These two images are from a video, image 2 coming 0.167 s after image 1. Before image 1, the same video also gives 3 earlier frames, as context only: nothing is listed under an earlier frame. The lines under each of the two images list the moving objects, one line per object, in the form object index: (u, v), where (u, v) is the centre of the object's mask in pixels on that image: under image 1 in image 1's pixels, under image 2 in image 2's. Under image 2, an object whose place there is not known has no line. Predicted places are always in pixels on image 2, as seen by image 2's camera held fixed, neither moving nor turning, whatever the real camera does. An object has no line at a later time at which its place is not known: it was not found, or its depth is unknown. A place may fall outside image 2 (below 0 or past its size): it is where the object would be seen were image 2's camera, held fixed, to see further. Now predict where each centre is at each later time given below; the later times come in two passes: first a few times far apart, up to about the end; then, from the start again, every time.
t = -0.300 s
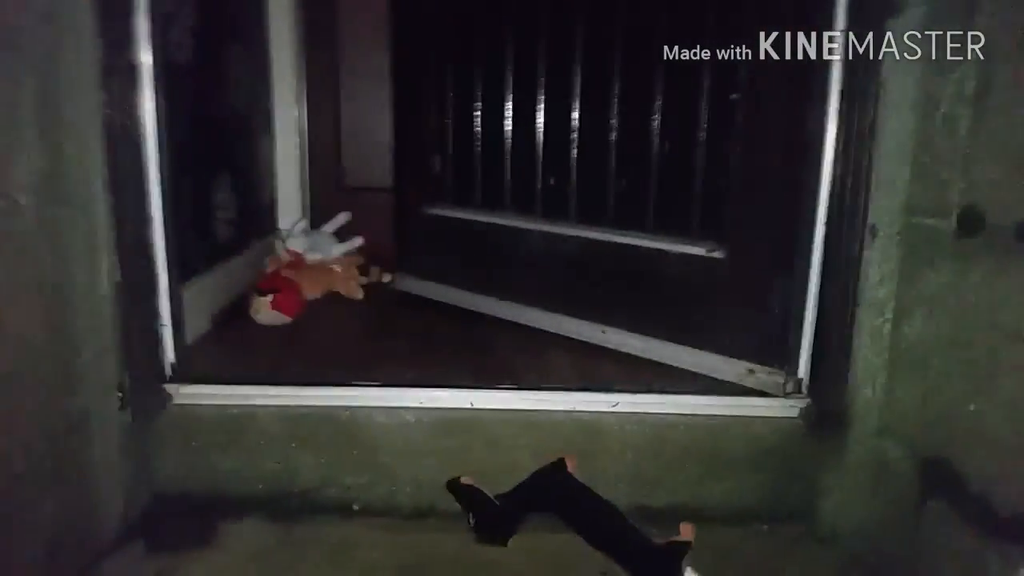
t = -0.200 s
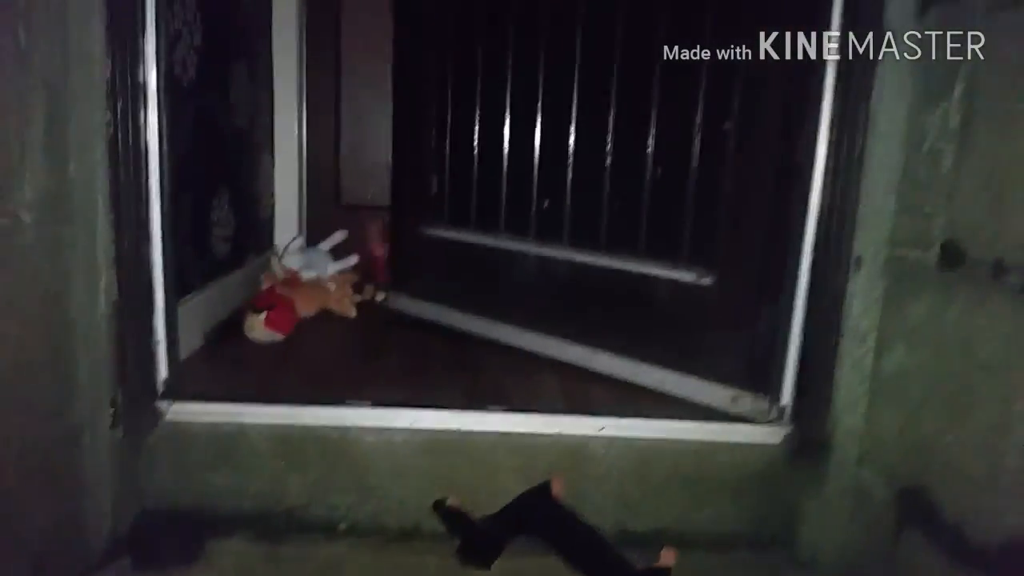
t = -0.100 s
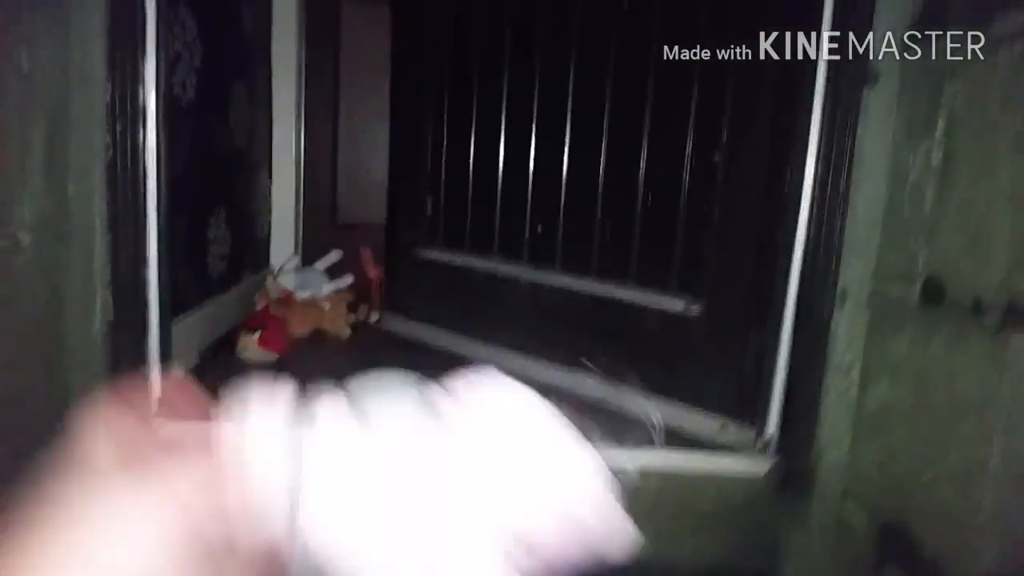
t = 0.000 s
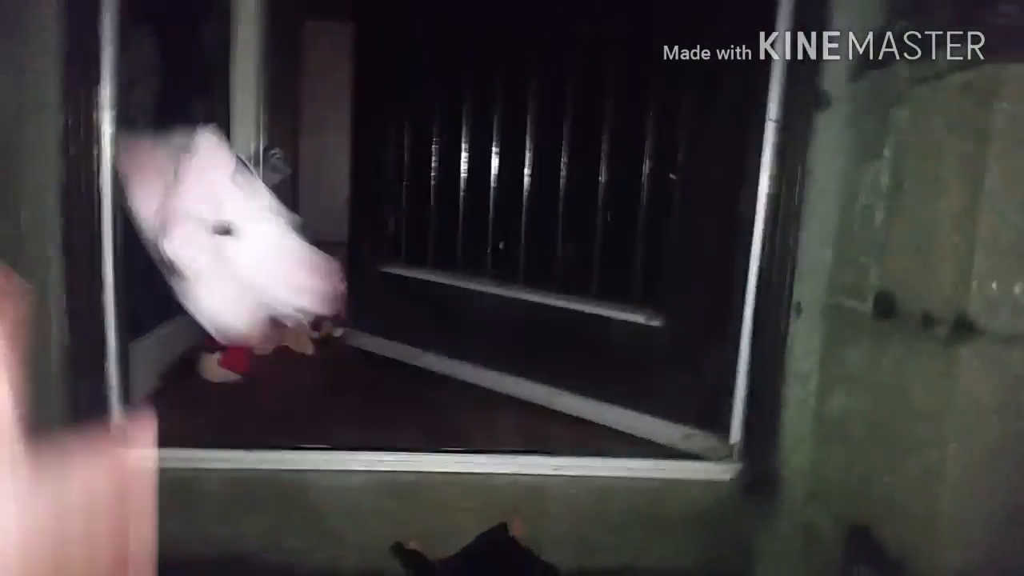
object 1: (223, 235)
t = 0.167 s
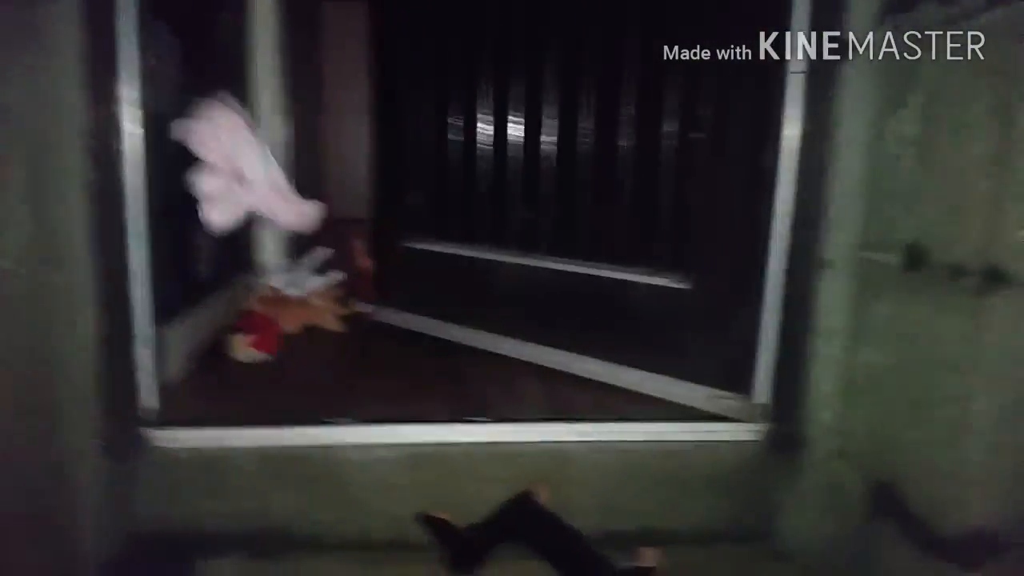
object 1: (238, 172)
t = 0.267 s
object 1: (361, 299)
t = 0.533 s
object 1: (432, 326)
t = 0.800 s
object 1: (387, 330)
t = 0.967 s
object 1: (381, 329)
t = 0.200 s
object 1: (278, 206)
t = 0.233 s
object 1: (325, 250)
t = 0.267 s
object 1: (361, 299)
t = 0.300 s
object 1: (386, 339)
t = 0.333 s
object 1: (398, 348)
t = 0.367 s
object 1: (405, 332)
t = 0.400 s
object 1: (412, 318)
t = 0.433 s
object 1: (417, 313)
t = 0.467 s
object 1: (422, 313)
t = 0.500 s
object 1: (428, 319)
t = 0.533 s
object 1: (432, 326)
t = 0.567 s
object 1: (430, 327)
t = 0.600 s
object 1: (424, 326)
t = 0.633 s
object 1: (419, 327)
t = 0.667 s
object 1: (412, 330)
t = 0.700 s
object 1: (406, 332)
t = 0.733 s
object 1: (398, 332)
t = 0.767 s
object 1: (392, 332)
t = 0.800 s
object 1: (387, 330)
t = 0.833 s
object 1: (382, 329)
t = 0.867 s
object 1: (379, 328)
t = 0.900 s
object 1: (378, 328)
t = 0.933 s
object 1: (379, 328)
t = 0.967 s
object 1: (381, 329)
